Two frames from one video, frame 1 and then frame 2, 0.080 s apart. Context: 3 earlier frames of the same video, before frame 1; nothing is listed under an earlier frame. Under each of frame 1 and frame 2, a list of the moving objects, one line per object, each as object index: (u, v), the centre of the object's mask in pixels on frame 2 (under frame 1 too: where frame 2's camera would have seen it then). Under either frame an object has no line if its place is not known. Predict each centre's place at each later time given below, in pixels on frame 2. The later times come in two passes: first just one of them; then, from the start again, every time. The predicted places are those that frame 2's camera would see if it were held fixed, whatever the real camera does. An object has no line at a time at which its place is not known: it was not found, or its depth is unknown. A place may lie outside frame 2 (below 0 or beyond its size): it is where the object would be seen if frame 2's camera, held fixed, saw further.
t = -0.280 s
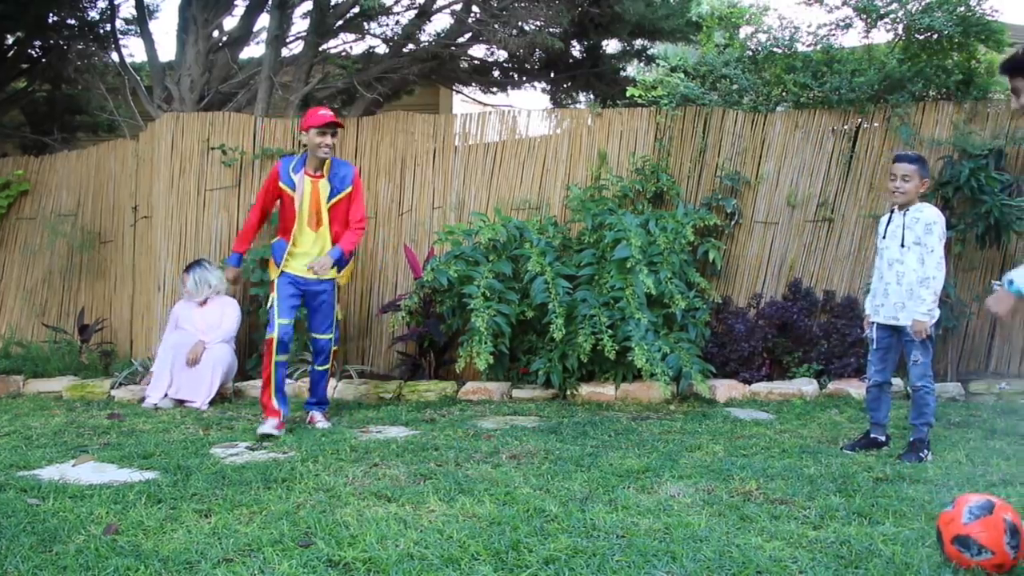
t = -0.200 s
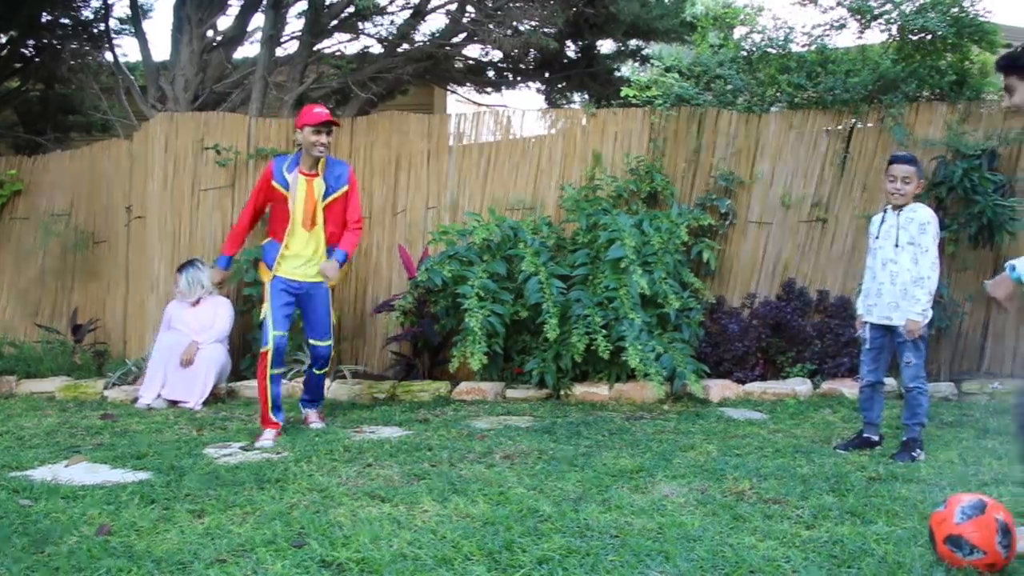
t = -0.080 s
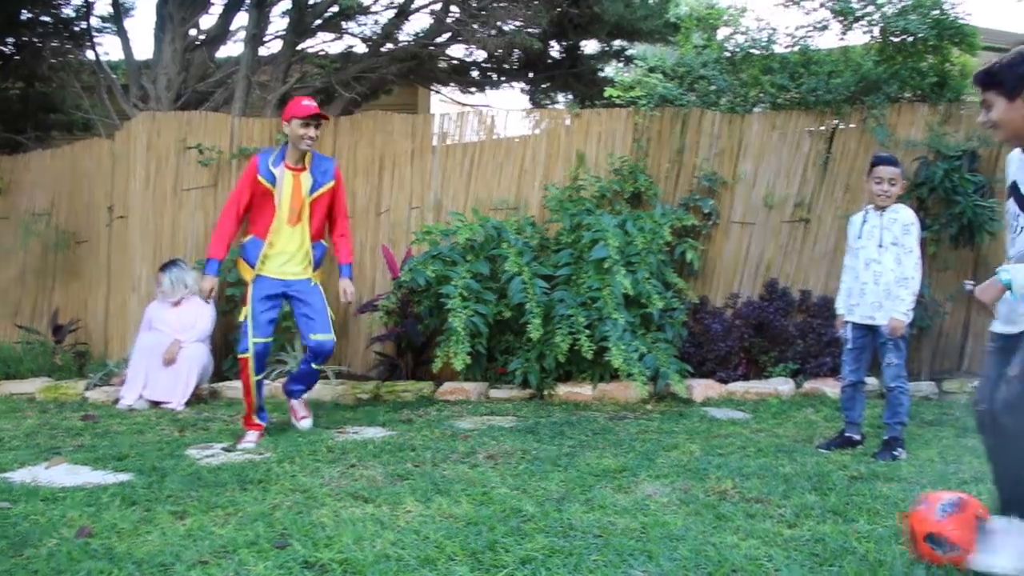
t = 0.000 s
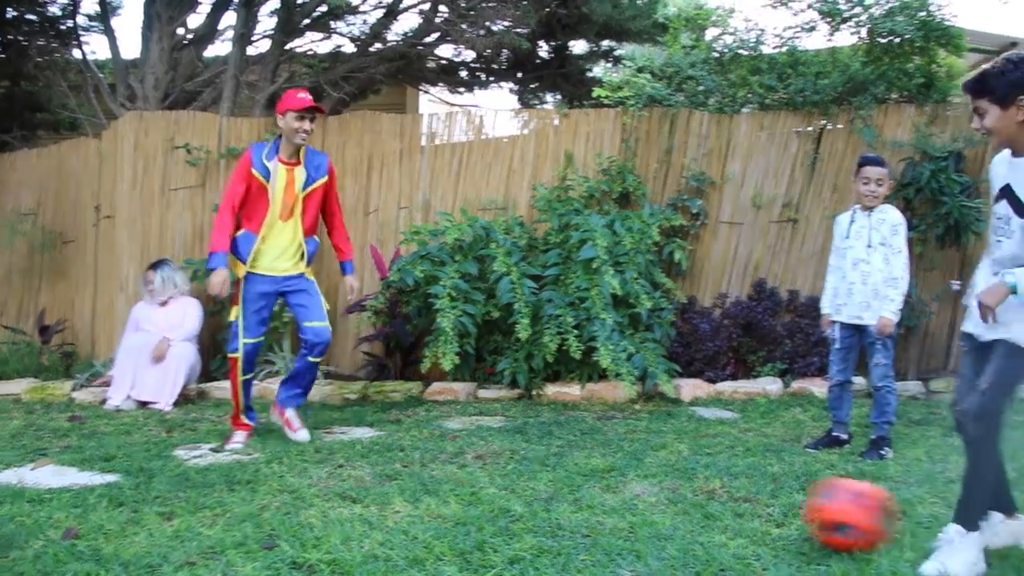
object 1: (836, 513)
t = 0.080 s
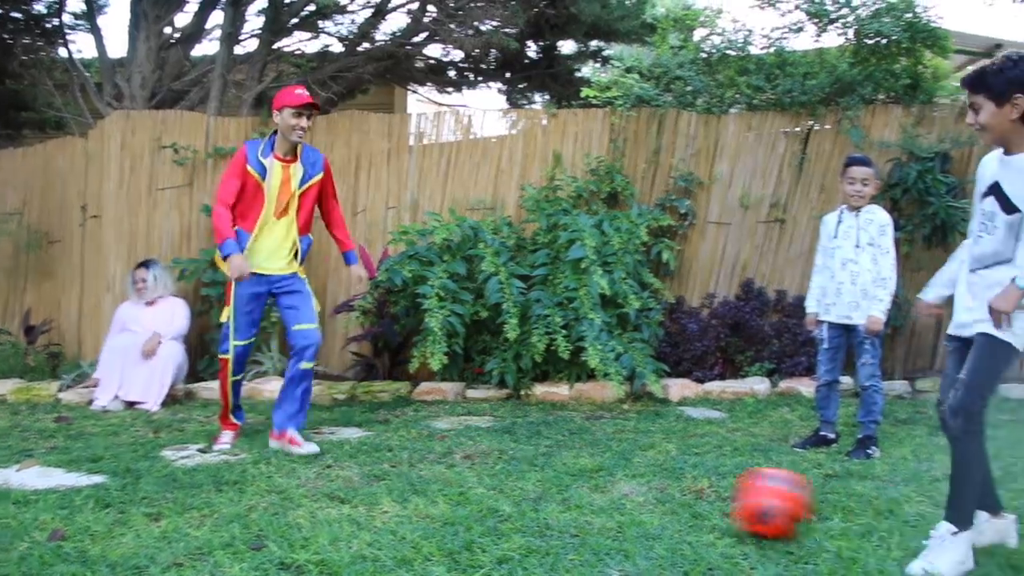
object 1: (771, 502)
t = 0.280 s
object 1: (658, 488)
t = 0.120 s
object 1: (746, 499)
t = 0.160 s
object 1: (720, 497)
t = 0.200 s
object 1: (699, 496)
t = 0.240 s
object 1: (677, 494)
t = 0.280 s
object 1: (658, 488)
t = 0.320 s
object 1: (639, 483)
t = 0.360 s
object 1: (621, 482)
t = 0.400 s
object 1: (603, 481)
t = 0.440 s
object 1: (585, 480)
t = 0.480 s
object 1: (568, 479)
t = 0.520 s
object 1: (553, 476)
